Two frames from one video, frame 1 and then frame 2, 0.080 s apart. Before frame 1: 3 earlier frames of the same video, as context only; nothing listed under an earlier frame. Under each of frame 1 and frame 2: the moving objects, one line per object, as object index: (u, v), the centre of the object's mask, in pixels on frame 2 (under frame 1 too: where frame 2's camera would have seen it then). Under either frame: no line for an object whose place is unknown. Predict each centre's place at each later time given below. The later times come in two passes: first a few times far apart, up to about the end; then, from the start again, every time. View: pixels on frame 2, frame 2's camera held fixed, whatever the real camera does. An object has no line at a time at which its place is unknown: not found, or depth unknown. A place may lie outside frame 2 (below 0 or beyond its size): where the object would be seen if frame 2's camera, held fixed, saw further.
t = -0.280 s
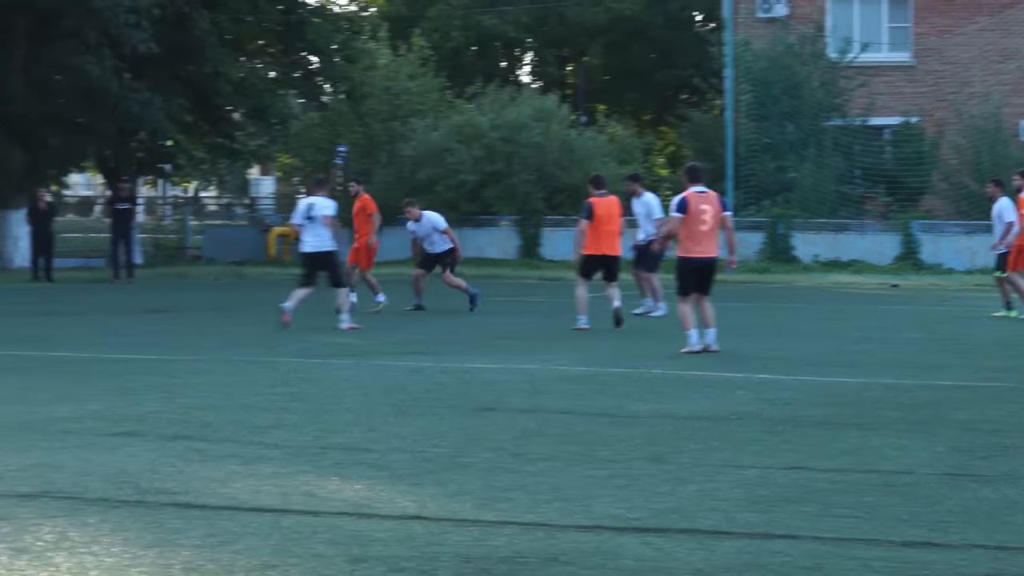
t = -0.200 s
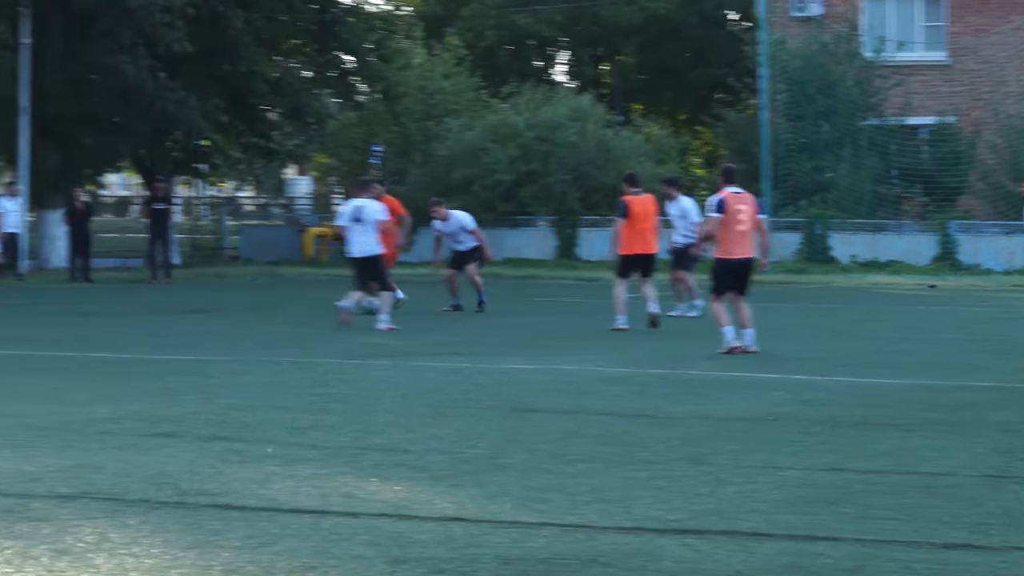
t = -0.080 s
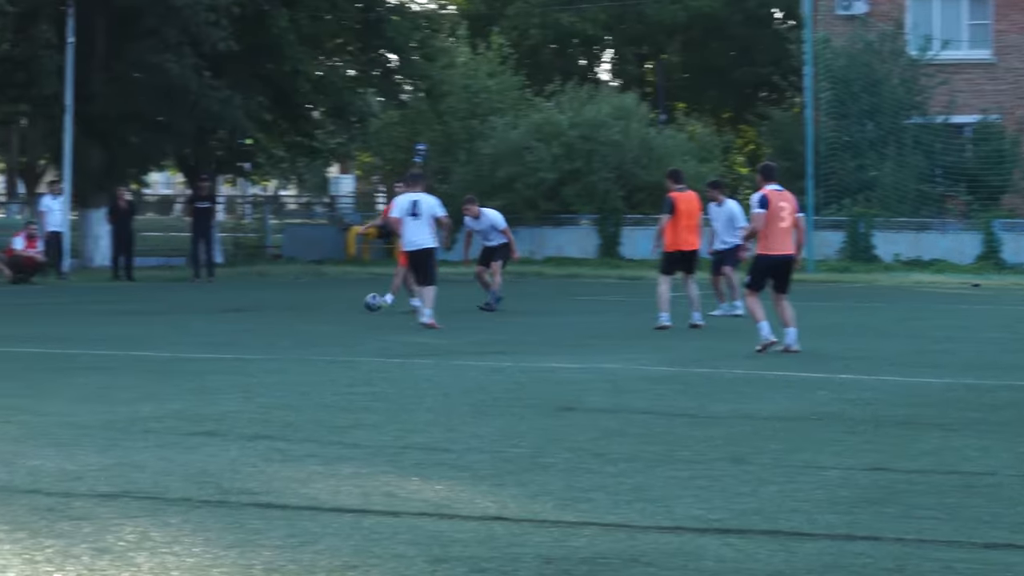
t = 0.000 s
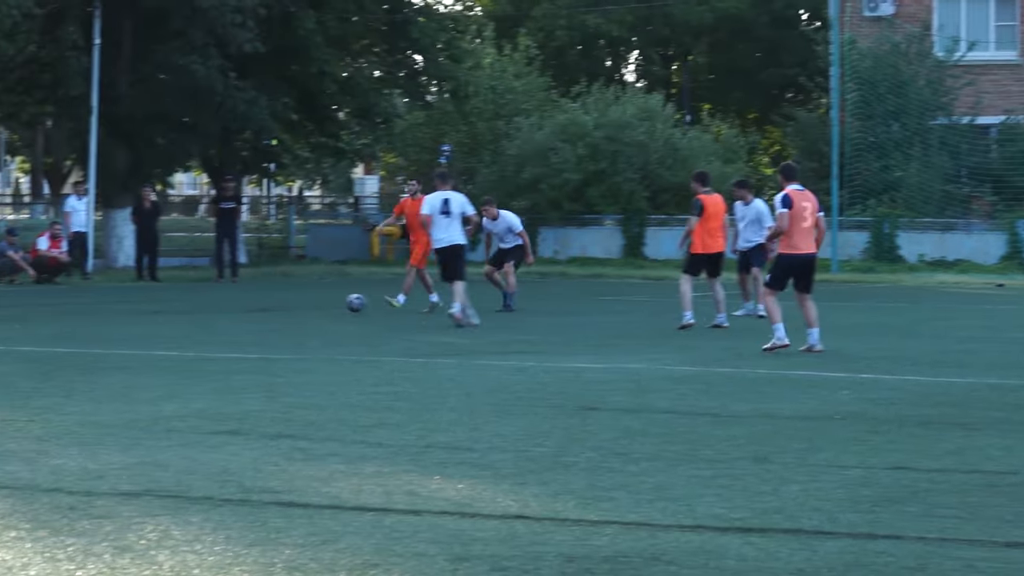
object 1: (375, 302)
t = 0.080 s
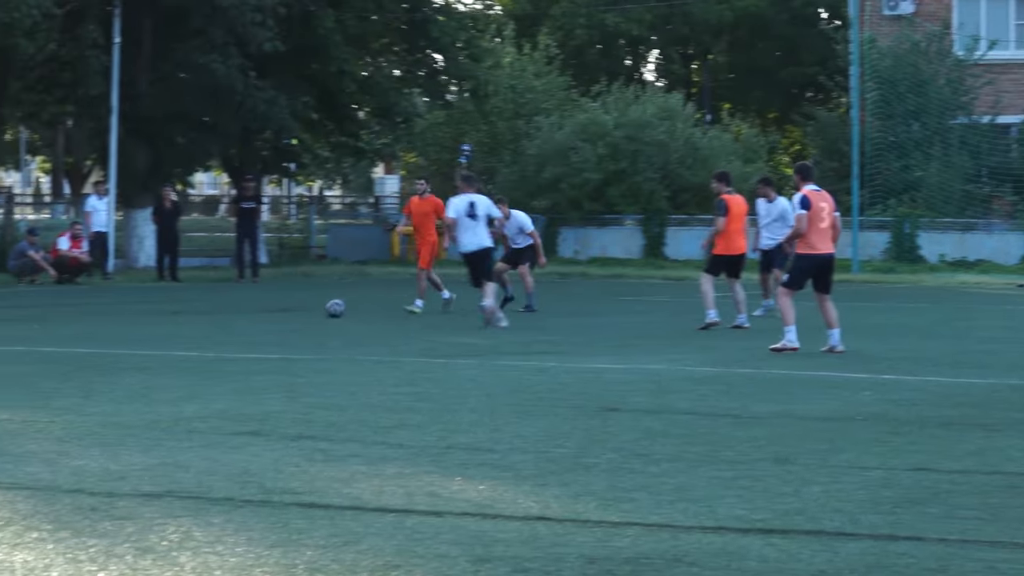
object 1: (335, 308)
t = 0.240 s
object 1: (259, 307)
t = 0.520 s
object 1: (134, 314)
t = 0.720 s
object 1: (59, 317)
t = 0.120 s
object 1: (315, 306)
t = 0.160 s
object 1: (297, 305)
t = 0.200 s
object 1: (278, 306)
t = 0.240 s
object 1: (259, 307)
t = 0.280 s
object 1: (238, 310)
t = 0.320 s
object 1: (220, 310)
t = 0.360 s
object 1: (203, 308)
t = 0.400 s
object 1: (185, 307)
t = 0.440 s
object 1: (169, 309)
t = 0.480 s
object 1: (151, 311)
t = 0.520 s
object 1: (134, 314)
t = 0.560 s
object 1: (118, 313)
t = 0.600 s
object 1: (103, 312)
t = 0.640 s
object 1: (89, 312)
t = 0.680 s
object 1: (74, 314)
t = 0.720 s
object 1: (59, 317)
